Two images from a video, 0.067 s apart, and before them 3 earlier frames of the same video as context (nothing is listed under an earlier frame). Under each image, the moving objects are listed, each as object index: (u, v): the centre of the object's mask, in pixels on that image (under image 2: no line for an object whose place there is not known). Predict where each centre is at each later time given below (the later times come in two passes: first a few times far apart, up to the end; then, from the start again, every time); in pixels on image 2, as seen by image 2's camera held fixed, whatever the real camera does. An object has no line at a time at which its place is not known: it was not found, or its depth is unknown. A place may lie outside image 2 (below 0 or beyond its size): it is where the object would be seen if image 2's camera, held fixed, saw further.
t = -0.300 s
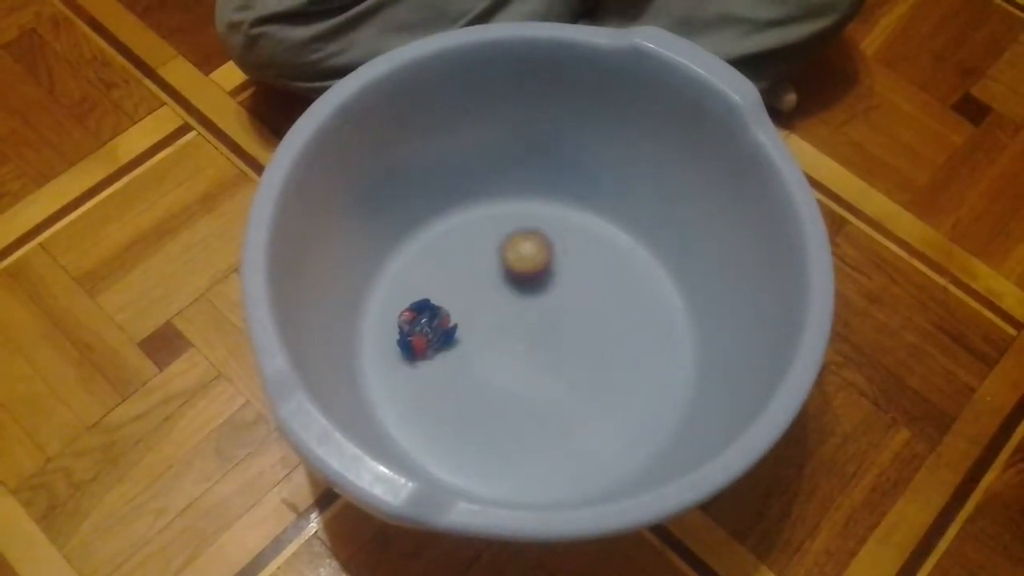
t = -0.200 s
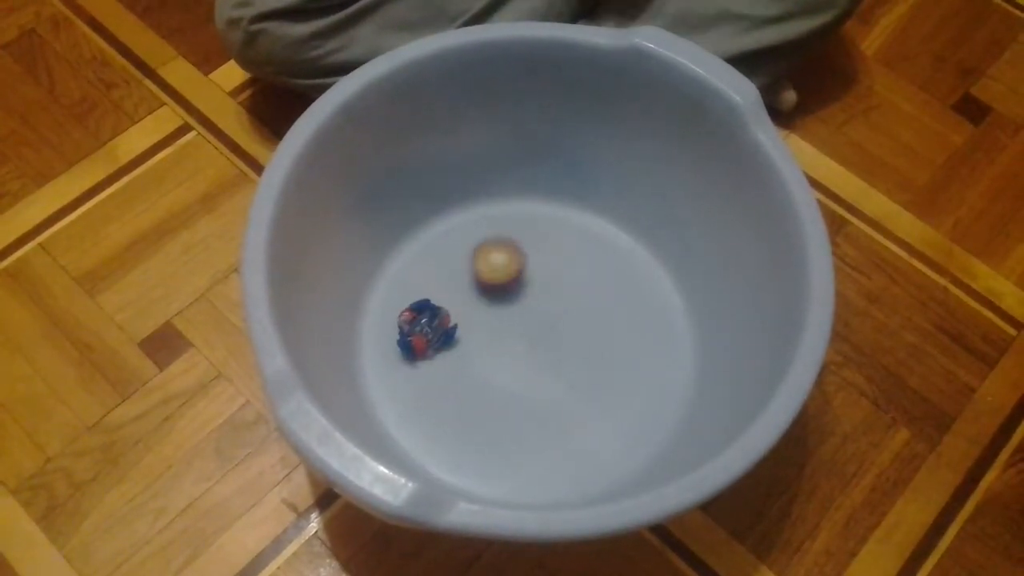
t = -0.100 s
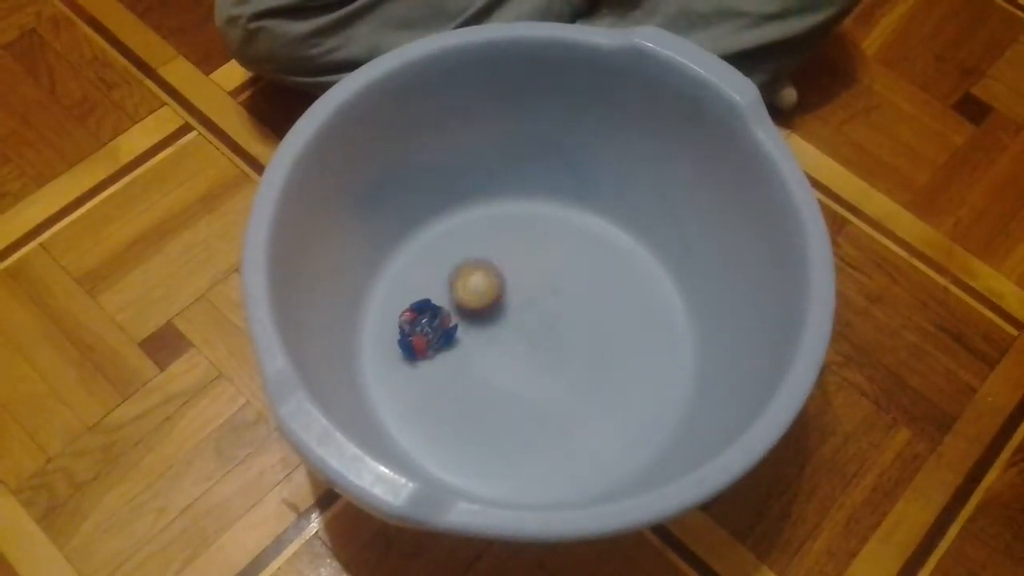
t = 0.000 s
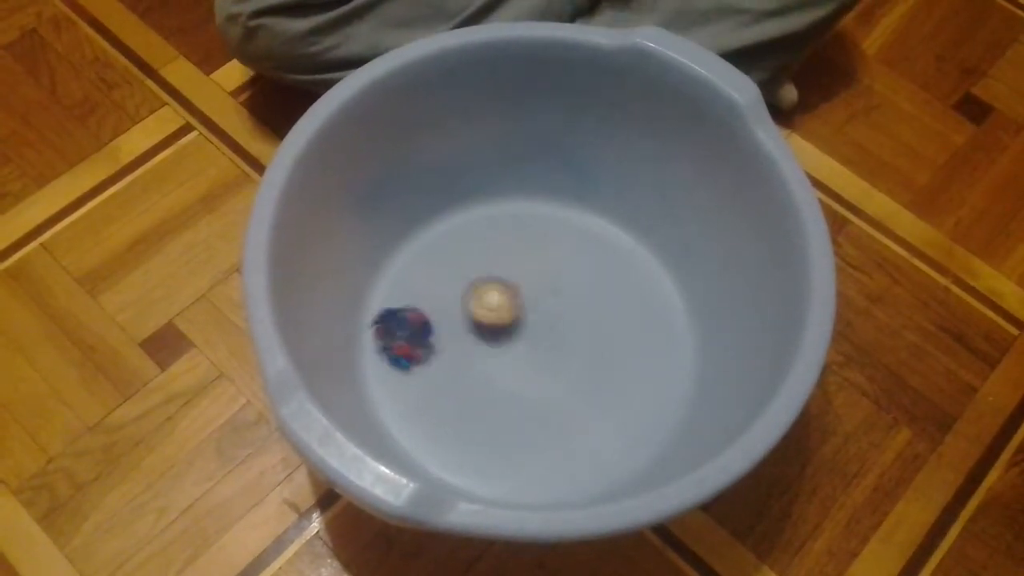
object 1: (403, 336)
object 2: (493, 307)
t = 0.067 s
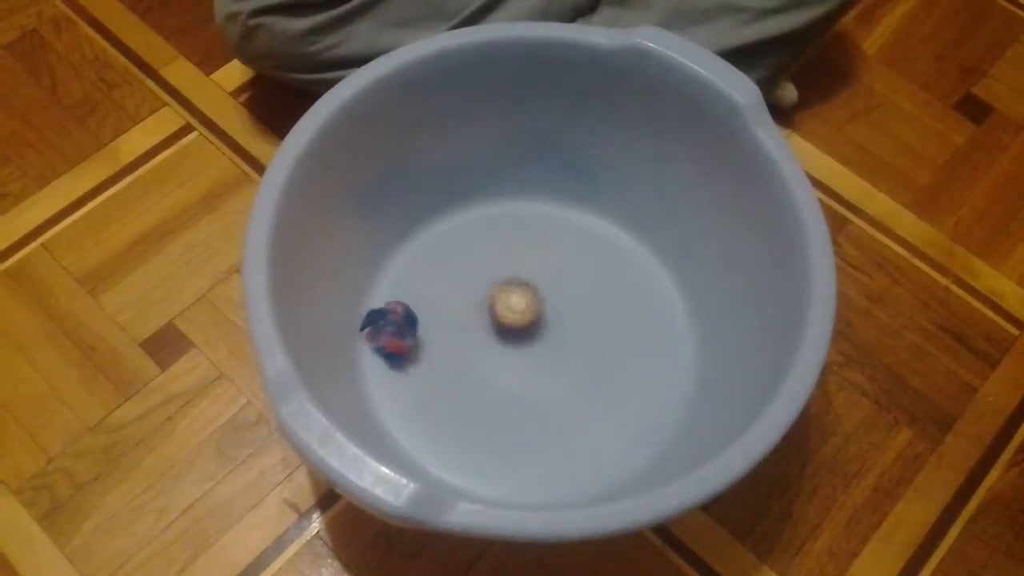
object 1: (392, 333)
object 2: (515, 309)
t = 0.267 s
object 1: (389, 333)
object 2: (590, 321)
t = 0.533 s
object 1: (399, 338)
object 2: (646, 303)
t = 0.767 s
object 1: (426, 333)
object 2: (661, 305)
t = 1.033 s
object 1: (431, 327)
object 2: (653, 326)
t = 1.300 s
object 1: (432, 326)
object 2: (613, 353)
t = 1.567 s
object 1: (432, 325)
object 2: (557, 395)
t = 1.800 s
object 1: (432, 325)
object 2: (516, 440)
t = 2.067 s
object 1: (432, 325)
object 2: (477, 469)
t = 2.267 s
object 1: (432, 325)
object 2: (486, 399)
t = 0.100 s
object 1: (389, 331)
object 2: (528, 311)
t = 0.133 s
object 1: (388, 329)
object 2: (540, 313)
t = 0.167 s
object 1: (389, 328)
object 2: (552, 315)
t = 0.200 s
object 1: (388, 329)
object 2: (566, 318)
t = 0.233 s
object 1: (388, 330)
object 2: (579, 321)
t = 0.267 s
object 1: (389, 333)
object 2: (590, 321)
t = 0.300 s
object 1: (391, 333)
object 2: (598, 319)
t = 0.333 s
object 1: (391, 332)
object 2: (606, 317)
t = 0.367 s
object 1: (392, 333)
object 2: (614, 314)
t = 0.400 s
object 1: (392, 332)
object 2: (621, 312)
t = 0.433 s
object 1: (394, 334)
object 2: (628, 309)
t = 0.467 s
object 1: (394, 333)
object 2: (634, 307)
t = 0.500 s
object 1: (394, 334)
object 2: (638, 305)
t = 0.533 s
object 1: (399, 338)
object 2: (646, 303)
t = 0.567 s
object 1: (403, 340)
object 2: (649, 303)
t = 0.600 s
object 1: (407, 340)
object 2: (652, 299)
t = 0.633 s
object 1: (411, 339)
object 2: (655, 300)
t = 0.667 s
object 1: (415, 338)
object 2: (657, 300)
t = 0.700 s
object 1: (420, 337)
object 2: (659, 301)
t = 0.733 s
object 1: (424, 335)
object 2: (660, 303)
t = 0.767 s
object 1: (426, 333)
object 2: (661, 305)
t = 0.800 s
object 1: (427, 331)
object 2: (662, 307)
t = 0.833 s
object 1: (429, 329)
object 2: (662, 309)
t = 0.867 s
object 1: (430, 326)
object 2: (662, 313)
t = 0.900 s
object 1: (431, 324)
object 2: (662, 314)
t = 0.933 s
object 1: (431, 323)
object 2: (660, 318)
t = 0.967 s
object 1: (431, 325)
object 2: (658, 321)
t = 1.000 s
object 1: (431, 327)
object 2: (656, 323)
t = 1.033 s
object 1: (431, 327)
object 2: (653, 326)
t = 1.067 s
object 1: (431, 327)
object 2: (650, 329)
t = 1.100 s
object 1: (432, 326)
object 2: (646, 332)
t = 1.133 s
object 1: (432, 326)
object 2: (642, 335)
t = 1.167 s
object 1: (432, 326)
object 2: (636, 339)
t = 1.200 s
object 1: (432, 326)
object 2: (631, 342)
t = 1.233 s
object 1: (432, 326)
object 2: (625, 346)
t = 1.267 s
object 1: (432, 326)
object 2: (619, 349)
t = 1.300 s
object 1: (432, 326)
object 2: (613, 353)
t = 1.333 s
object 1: (432, 325)
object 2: (605, 359)
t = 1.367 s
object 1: (432, 326)
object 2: (599, 363)
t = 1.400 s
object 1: (432, 326)
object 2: (592, 368)
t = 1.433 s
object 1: (432, 326)
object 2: (585, 372)
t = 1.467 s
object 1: (432, 325)
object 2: (578, 378)
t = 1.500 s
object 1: (432, 325)
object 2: (570, 384)
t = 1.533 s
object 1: (432, 325)
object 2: (564, 389)
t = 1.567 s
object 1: (432, 325)
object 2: (557, 395)
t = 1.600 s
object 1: (432, 324)
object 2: (551, 401)
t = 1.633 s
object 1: (432, 324)
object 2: (545, 408)
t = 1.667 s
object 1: (432, 325)
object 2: (539, 413)
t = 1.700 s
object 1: (432, 324)
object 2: (535, 419)
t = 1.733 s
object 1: (432, 325)
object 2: (530, 424)
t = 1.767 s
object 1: (432, 325)
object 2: (524, 431)
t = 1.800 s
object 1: (432, 325)
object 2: (516, 440)
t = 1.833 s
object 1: (432, 325)
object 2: (512, 444)
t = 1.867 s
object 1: (432, 325)
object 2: (507, 448)
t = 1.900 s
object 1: (432, 325)
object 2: (502, 452)
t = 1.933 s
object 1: (432, 325)
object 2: (498, 456)
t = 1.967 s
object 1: (432, 325)
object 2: (492, 460)
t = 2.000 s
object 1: (432, 325)
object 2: (488, 463)
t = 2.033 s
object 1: (432, 326)
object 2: (483, 466)
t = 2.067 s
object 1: (432, 325)
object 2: (477, 469)
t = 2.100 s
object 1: (432, 325)
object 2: (471, 471)
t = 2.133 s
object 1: (432, 325)
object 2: (472, 464)
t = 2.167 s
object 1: (432, 325)
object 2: (477, 442)
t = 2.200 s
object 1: (432, 325)
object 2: (479, 427)
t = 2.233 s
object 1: (432, 325)
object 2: (482, 413)
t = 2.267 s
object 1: (432, 325)
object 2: (486, 399)
